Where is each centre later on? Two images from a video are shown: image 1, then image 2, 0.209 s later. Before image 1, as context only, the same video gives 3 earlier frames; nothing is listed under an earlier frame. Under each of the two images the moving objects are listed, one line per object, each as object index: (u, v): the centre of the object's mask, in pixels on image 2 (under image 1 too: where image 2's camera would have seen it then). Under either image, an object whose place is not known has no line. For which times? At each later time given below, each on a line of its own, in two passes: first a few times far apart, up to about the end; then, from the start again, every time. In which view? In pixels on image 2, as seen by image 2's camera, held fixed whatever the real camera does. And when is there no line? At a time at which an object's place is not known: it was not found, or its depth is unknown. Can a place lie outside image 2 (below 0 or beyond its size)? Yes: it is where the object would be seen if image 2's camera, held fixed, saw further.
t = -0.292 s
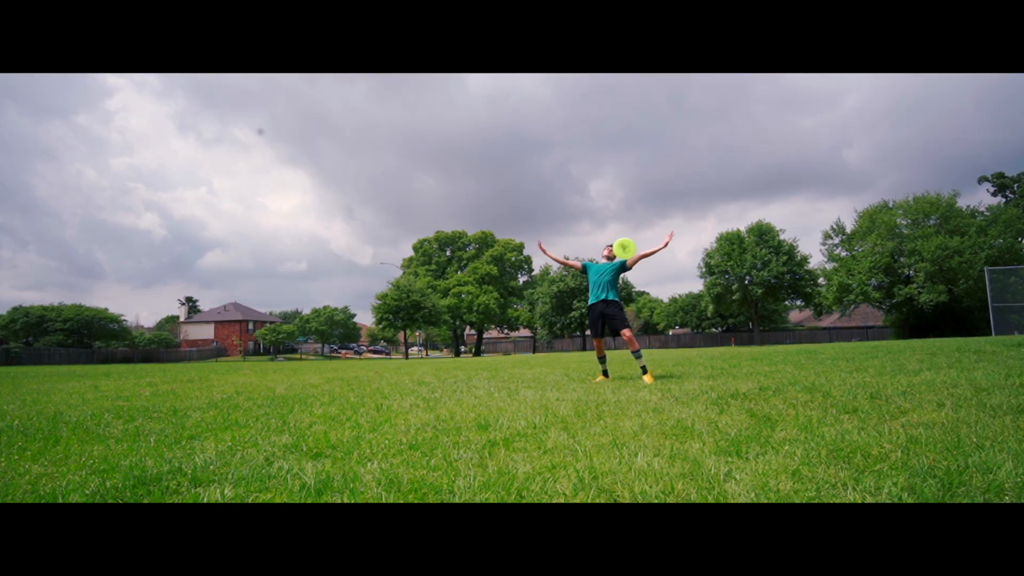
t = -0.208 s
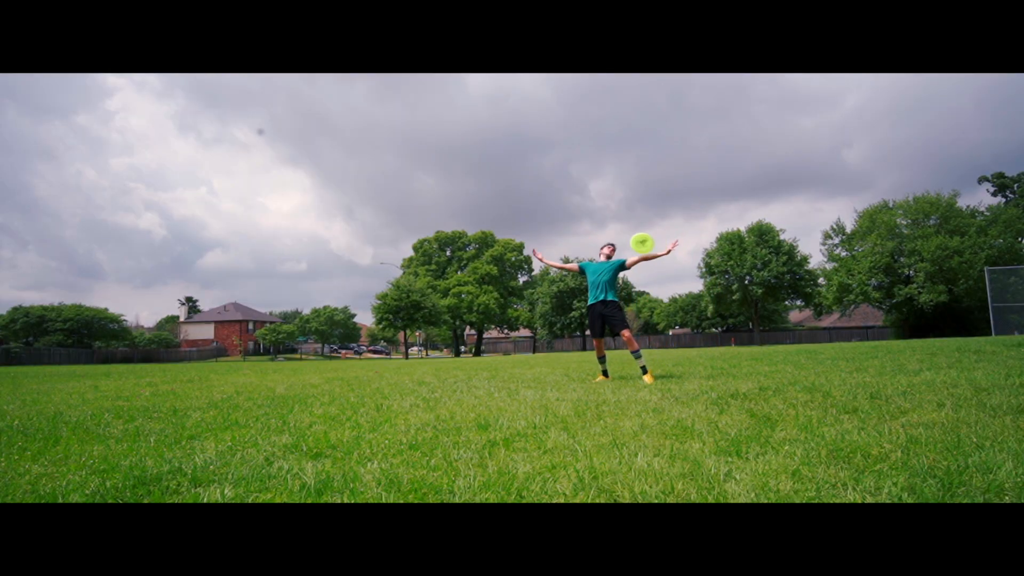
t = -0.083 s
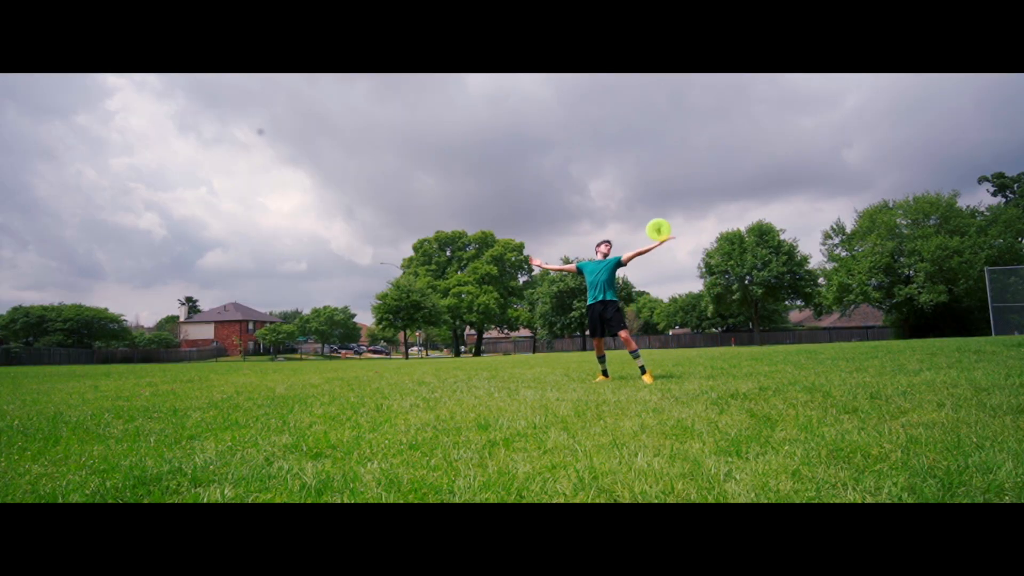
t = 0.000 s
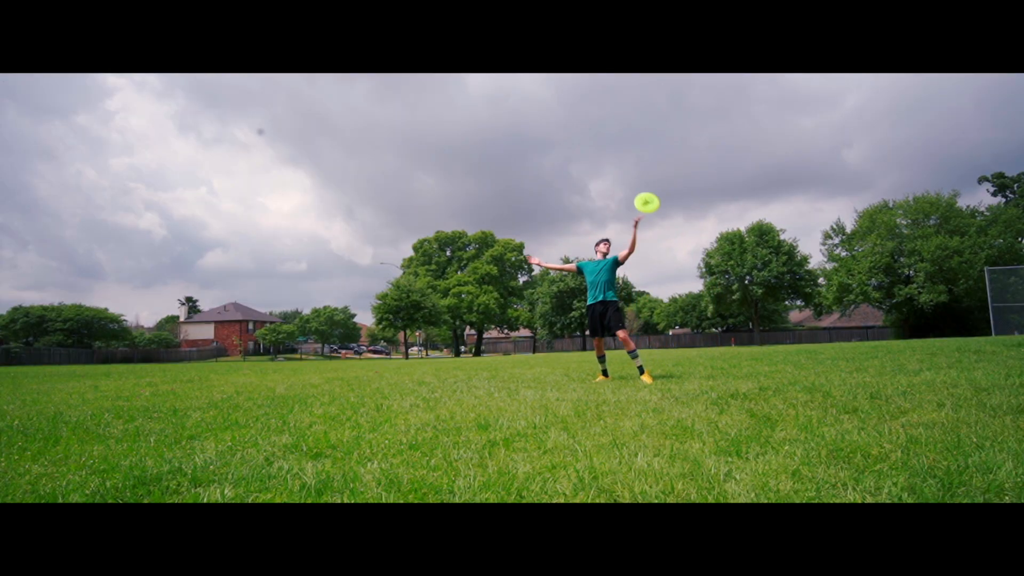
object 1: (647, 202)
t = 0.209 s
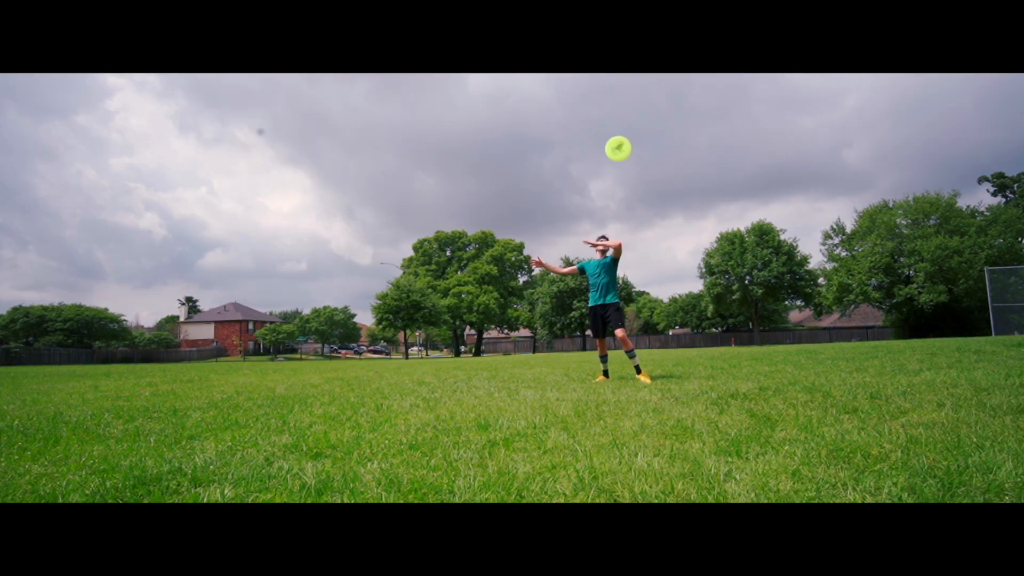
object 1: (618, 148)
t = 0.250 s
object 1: (612, 139)
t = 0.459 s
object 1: (589, 120)
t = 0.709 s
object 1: (564, 144)
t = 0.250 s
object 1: (612, 139)
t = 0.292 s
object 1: (607, 134)
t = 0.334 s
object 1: (601, 127)
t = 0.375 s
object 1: (598, 124)
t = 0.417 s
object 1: (592, 121)
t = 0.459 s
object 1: (589, 120)
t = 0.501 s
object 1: (583, 121)
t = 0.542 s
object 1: (580, 122)
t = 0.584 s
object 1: (575, 126)
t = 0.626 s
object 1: (572, 130)
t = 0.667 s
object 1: (567, 138)
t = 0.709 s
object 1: (564, 144)
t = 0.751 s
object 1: (561, 151)
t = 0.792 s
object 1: (557, 163)
